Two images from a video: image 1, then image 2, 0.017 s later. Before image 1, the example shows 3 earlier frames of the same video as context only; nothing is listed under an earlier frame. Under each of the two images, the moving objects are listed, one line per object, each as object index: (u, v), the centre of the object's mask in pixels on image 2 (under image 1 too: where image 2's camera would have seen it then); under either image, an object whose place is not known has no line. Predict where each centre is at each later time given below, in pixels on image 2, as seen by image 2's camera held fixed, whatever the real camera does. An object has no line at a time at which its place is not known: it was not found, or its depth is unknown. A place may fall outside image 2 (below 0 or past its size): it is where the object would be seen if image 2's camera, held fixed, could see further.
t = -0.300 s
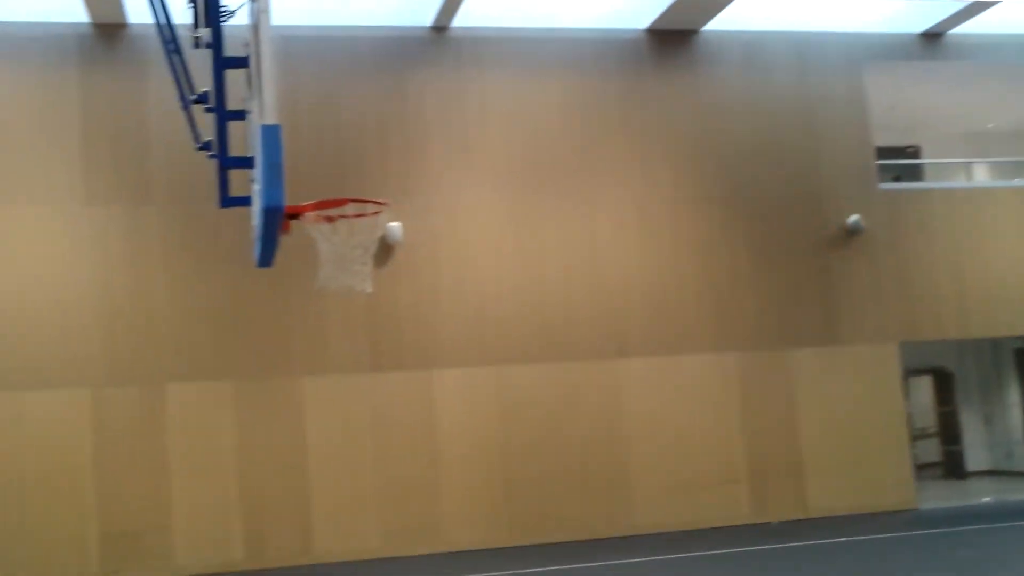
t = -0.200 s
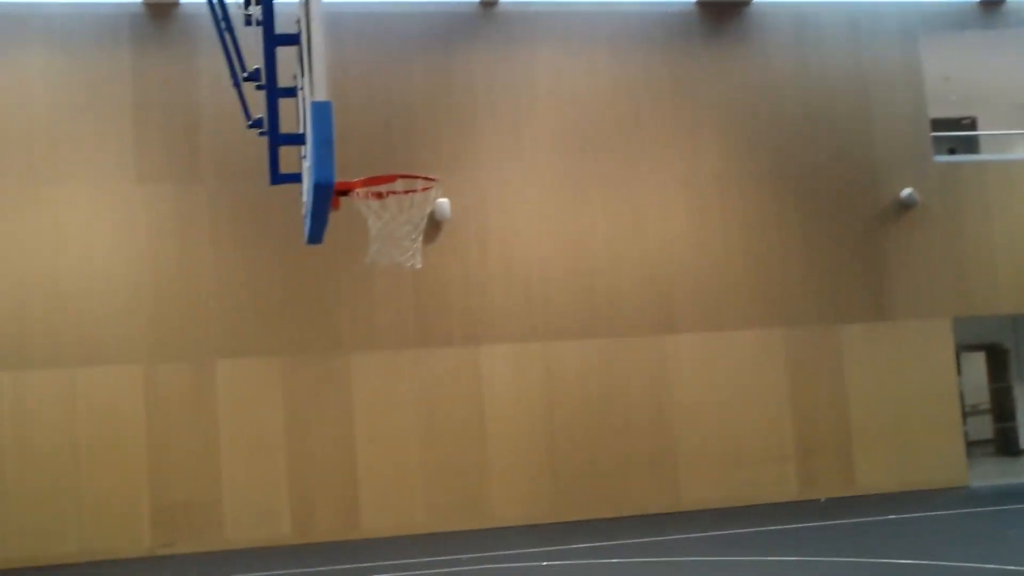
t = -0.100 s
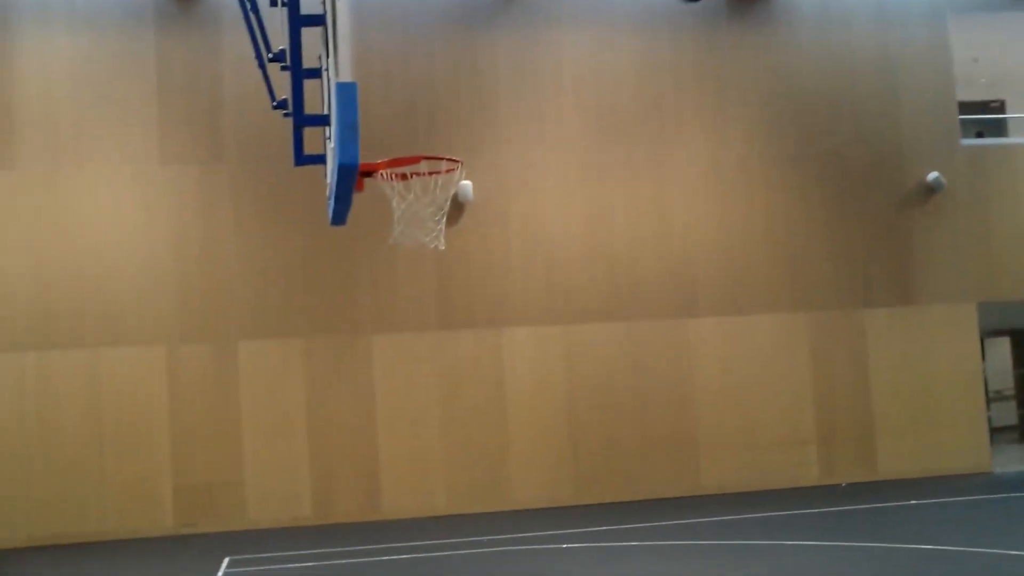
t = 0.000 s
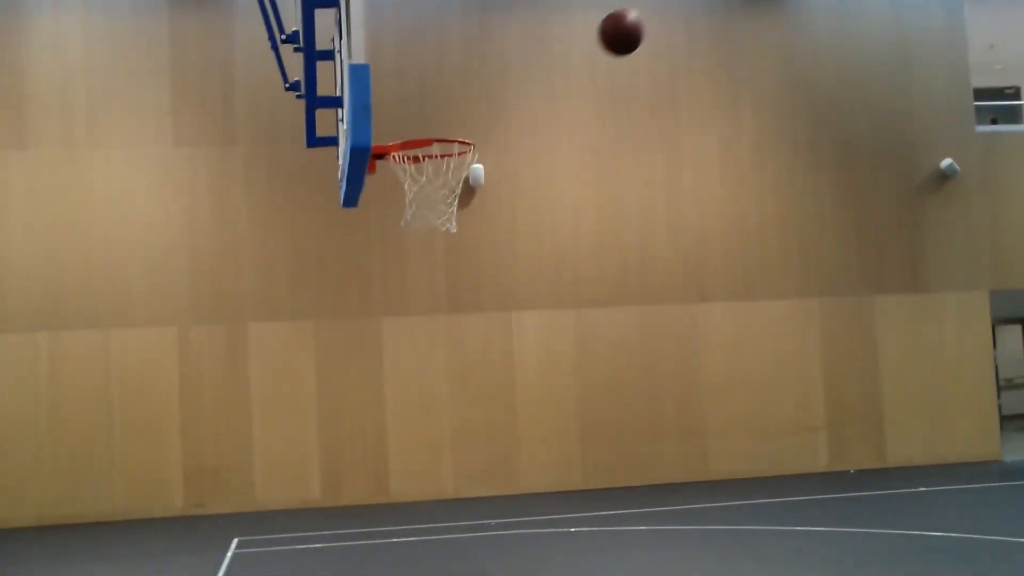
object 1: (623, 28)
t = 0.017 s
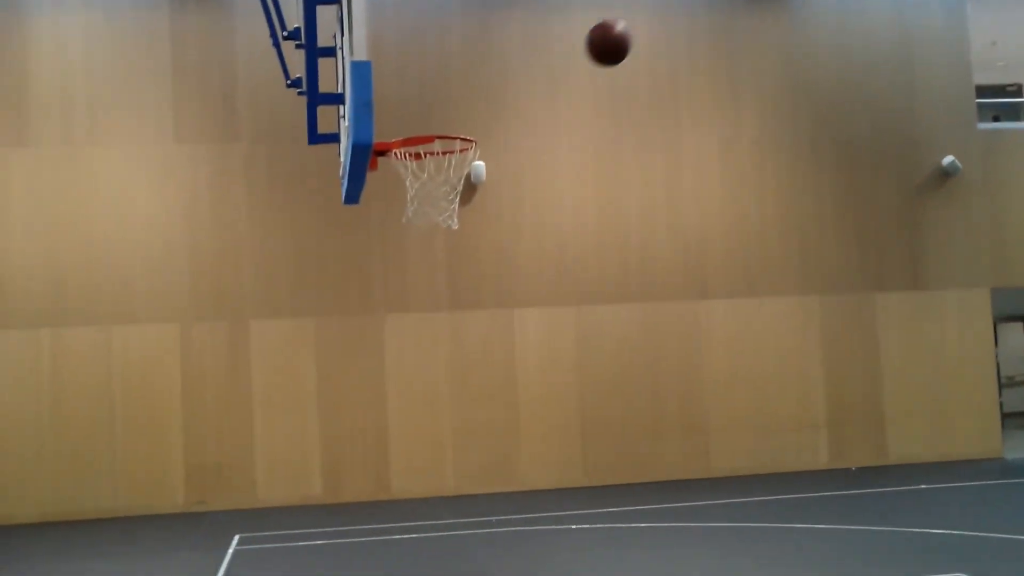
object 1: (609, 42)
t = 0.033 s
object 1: (593, 58)
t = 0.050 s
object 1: (579, 73)
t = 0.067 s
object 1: (564, 88)
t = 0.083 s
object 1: (550, 104)
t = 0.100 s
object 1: (536, 120)
